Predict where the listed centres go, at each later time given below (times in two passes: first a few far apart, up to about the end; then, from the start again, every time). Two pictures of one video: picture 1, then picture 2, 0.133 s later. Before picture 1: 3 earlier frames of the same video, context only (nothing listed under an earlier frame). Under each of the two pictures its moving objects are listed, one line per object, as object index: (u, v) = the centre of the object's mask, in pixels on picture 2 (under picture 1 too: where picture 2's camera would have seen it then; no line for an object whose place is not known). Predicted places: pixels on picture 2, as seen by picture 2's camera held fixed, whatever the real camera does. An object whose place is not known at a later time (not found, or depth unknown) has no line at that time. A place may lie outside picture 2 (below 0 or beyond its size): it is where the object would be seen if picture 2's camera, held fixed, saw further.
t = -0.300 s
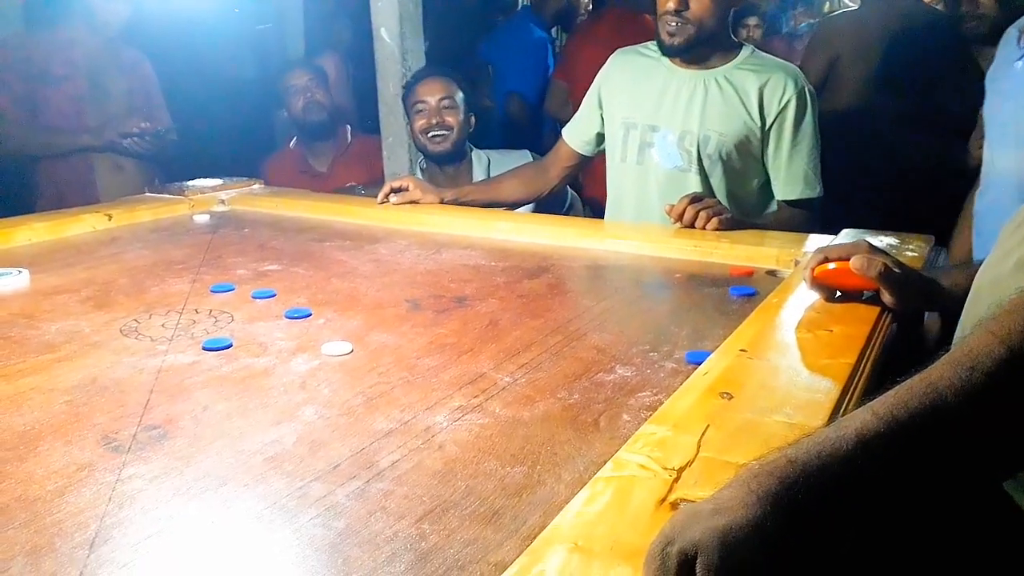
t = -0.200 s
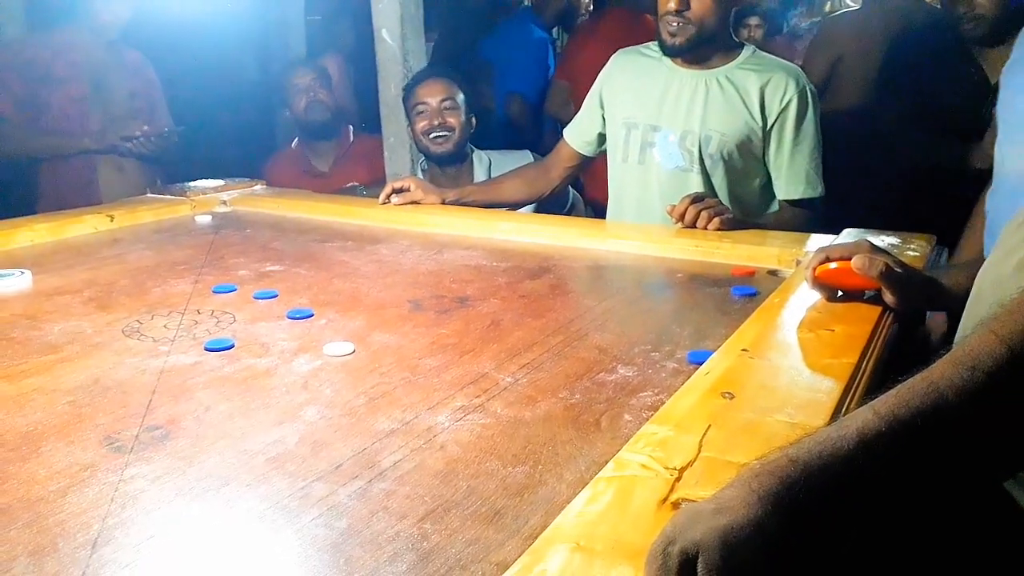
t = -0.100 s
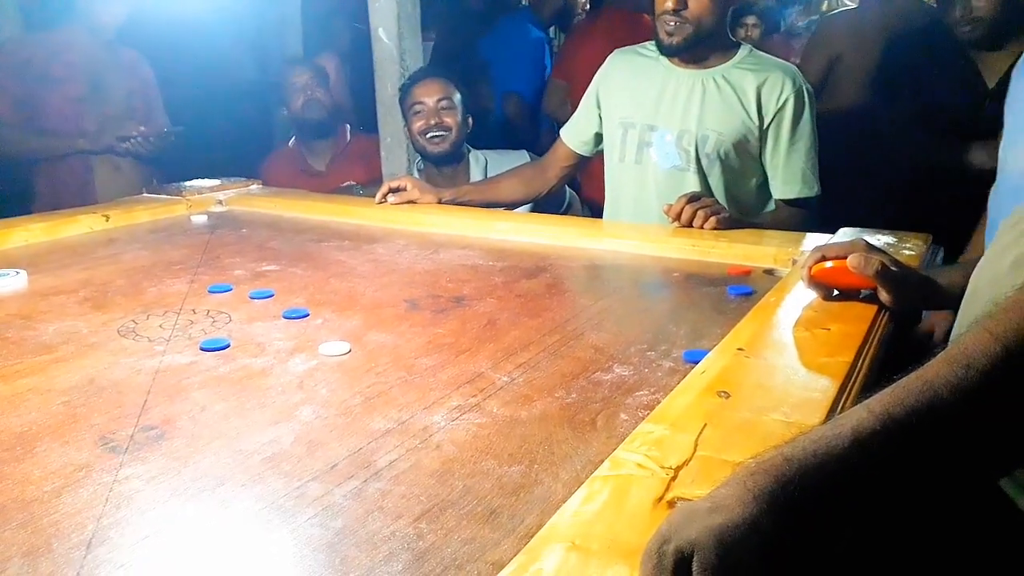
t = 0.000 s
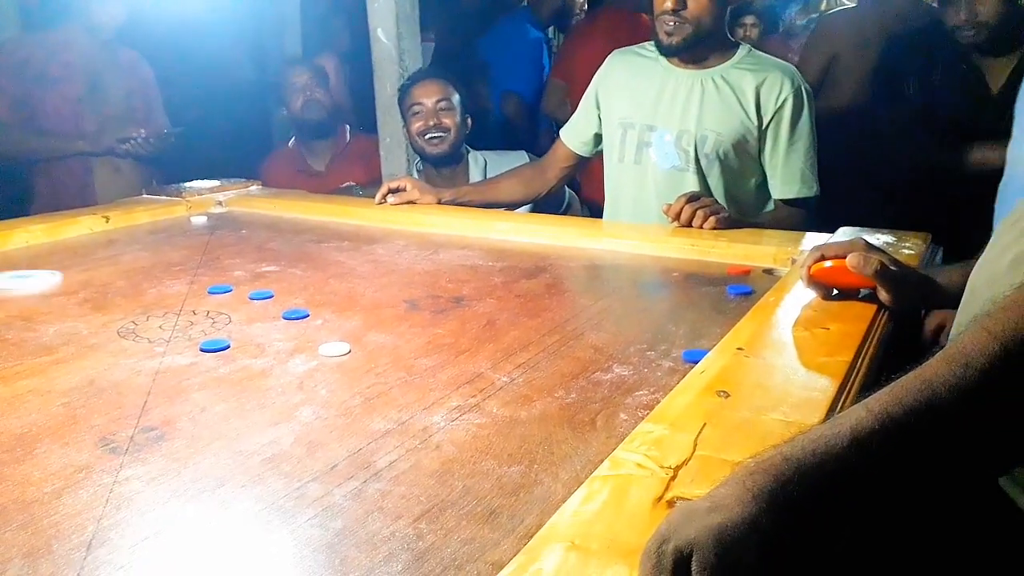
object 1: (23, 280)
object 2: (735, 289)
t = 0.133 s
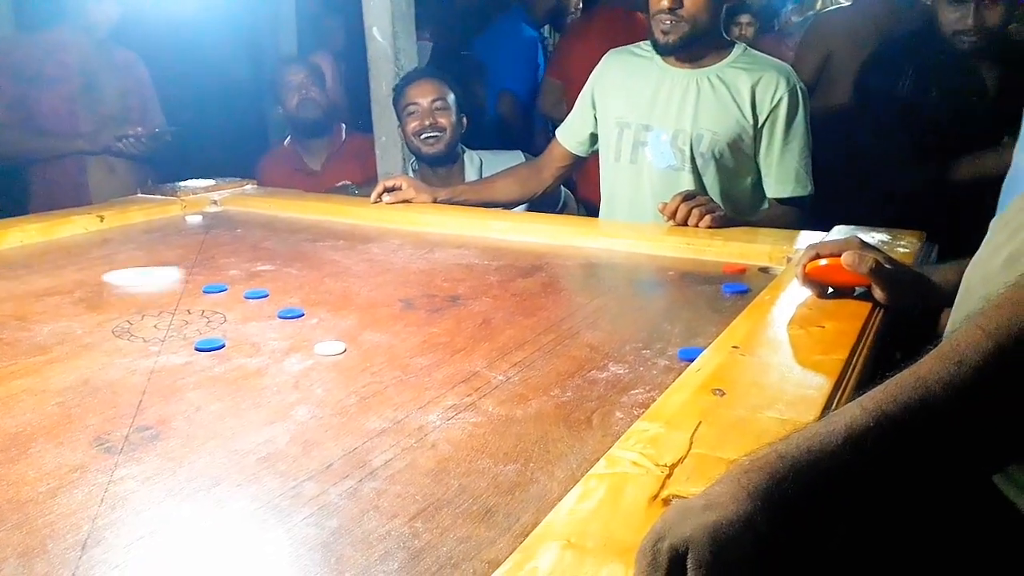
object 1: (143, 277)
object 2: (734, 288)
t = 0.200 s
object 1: (204, 275)
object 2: (735, 288)
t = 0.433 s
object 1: (409, 270)
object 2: (735, 288)
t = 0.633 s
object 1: (563, 265)
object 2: (735, 288)
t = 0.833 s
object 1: (694, 265)
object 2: (734, 288)
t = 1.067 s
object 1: (720, 284)
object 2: (703, 314)
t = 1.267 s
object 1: (665, 287)
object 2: (590, 340)
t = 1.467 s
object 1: (634, 289)
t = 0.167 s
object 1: (175, 276)
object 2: (735, 288)
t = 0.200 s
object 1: (204, 275)
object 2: (735, 288)
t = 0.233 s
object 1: (235, 274)
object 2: (735, 288)
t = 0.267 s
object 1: (266, 273)
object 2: (734, 288)
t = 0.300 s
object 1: (294, 273)
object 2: (735, 288)
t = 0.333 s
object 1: (324, 272)
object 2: (734, 288)
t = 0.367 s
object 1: (353, 272)
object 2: (735, 288)
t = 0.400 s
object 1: (381, 270)
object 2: (735, 288)
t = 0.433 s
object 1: (409, 270)
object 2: (735, 288)
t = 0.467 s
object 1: (436, 269)
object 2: (735, 288)
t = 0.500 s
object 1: (462, 268)
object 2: (734, 288)
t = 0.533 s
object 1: (488, 267)
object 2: (734, 288)
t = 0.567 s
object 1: (514, 267)
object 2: (735, 288)
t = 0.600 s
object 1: (539, 266)
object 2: (735, 288)
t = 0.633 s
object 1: (563, 265)
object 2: (735, 288)
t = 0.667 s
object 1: (588, 264)
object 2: (734, 288)
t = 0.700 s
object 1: (611, 263)
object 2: (734, 288)
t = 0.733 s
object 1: (636, 262)
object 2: (734, 288)
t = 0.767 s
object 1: (659, 262)
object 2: (734, 288)
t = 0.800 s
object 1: (679, 262)
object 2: (734, 288)
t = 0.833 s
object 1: (694, 265)
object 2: (734, 288)
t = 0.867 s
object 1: (706, 269)
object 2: (735, 288)
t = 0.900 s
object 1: (717, 273)
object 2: (736, 288)
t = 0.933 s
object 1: (728, 276)
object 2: (738, 291)
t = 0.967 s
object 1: (738, 280)
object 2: (743, 298)
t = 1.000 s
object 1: (739, 283)
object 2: (734, 304)
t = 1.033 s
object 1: (731, 284)
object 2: (723, 309)
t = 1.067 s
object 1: (720, 284)
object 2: (703, 314)
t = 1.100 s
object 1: (709, 284)
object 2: (684, 318)
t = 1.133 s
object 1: (699, 284)
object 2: (665, 322)
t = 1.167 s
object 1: (689, 285)
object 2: (648, 327)
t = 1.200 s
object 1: (681, 286)
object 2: (628, 331)
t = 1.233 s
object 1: (672, 286)
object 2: (610, 335)
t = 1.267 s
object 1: (665, 287)
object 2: (590, 340)
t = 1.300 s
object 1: (659, 287)
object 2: (570, 345)
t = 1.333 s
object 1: (653, 287)
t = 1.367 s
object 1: (648, 288)
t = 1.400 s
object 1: (642, 288)
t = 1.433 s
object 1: (638, 289)
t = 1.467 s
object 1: (634, 289)
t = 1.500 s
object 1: (631, 290)
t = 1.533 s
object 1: (628, 290)
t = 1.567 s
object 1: (625, 290)
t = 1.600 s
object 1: (623, 291)
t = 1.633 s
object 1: (622, 291)
